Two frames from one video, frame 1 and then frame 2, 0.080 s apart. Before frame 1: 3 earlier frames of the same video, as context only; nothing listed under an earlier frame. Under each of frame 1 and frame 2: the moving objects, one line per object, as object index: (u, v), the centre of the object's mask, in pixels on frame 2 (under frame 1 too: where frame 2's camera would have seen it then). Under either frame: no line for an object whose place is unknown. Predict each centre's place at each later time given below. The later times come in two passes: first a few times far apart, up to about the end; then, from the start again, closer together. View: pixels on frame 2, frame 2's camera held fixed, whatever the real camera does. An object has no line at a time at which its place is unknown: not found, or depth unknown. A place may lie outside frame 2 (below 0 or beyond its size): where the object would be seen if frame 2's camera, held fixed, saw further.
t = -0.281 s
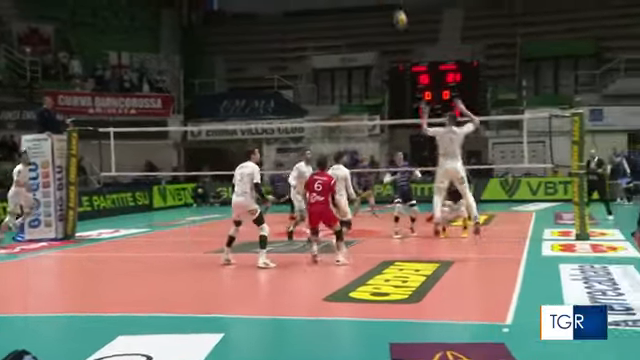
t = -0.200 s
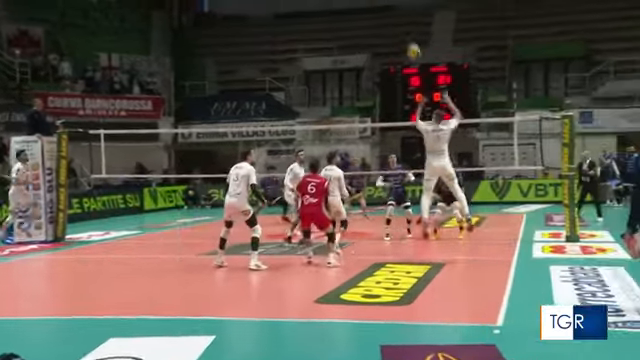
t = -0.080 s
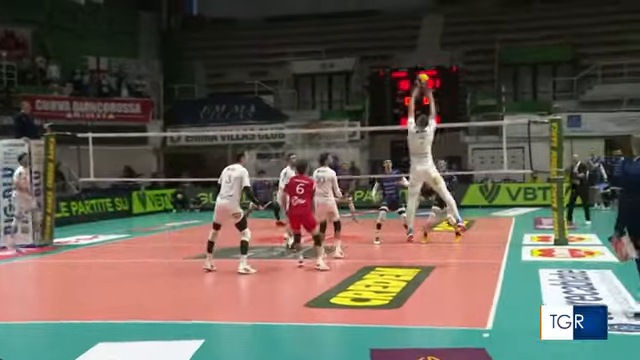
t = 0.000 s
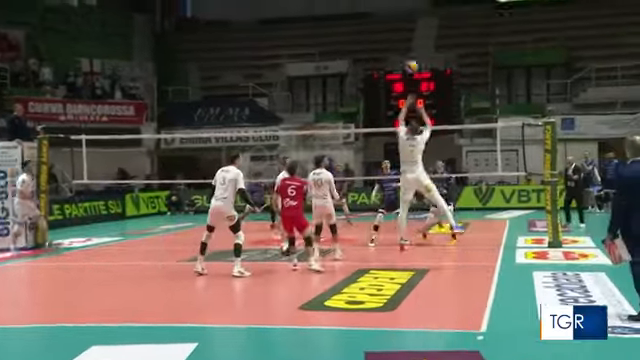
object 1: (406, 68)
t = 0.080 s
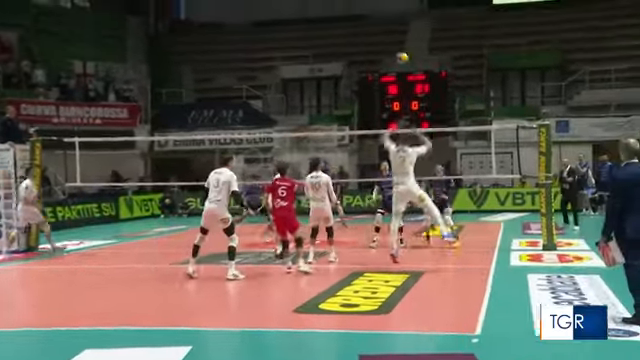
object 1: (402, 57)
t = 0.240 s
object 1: (389, 48)
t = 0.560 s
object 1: (378, 67)
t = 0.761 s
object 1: (371, 99)
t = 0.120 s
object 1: (400, 53)
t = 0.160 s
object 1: (398, 51)
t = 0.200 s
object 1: (393, 48)
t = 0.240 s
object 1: (389, 48)
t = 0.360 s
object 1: (387, 50)
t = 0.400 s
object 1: (385, 52)
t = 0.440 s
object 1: (383, 55)
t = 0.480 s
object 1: (382, 58)
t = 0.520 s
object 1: (380, 62)
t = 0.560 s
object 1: (378, 67)
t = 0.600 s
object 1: (376, 72)
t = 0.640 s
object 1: (375, 78)
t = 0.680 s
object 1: (373, 84)
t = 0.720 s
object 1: (372, 91)
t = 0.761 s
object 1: (371, 99)
